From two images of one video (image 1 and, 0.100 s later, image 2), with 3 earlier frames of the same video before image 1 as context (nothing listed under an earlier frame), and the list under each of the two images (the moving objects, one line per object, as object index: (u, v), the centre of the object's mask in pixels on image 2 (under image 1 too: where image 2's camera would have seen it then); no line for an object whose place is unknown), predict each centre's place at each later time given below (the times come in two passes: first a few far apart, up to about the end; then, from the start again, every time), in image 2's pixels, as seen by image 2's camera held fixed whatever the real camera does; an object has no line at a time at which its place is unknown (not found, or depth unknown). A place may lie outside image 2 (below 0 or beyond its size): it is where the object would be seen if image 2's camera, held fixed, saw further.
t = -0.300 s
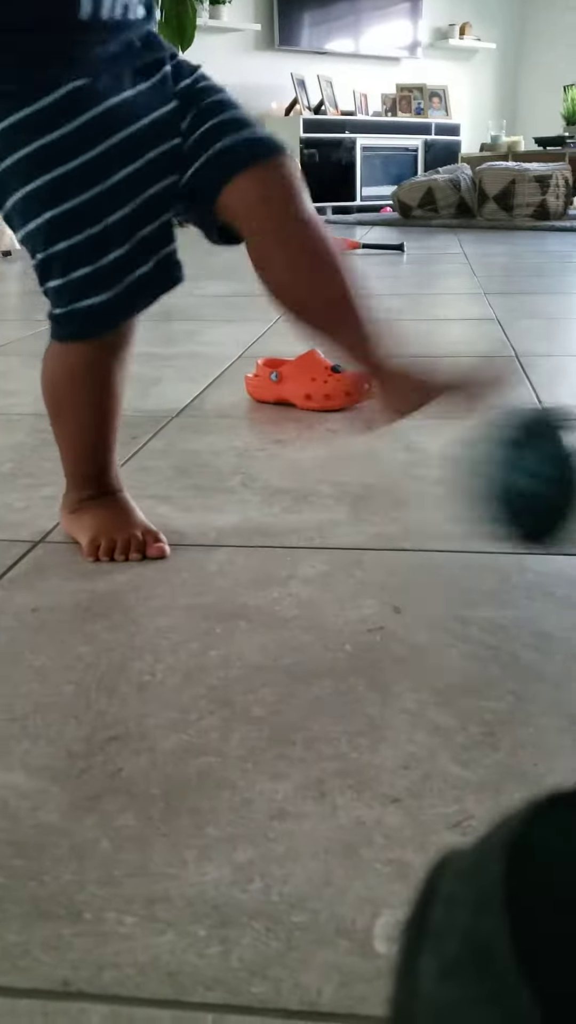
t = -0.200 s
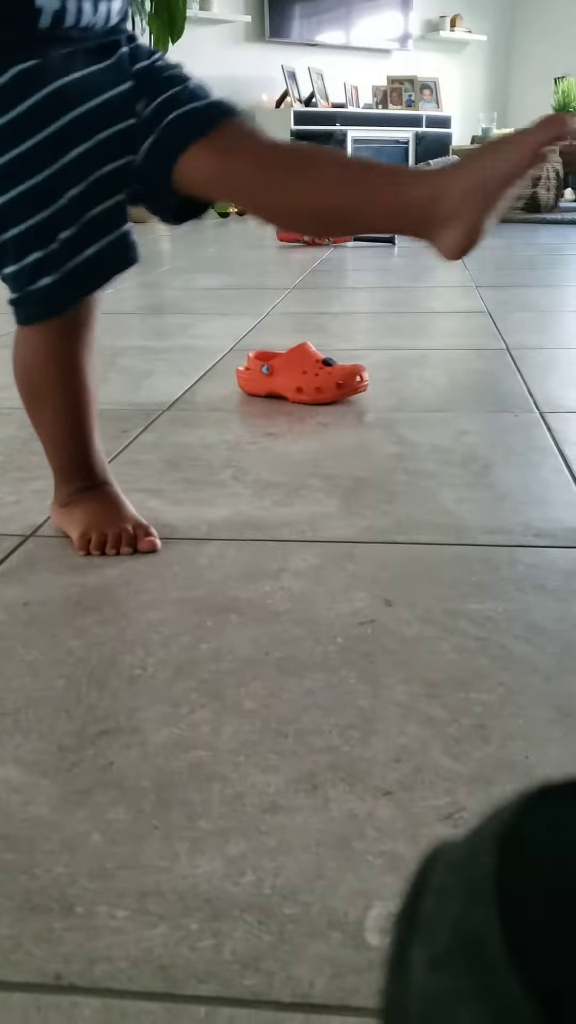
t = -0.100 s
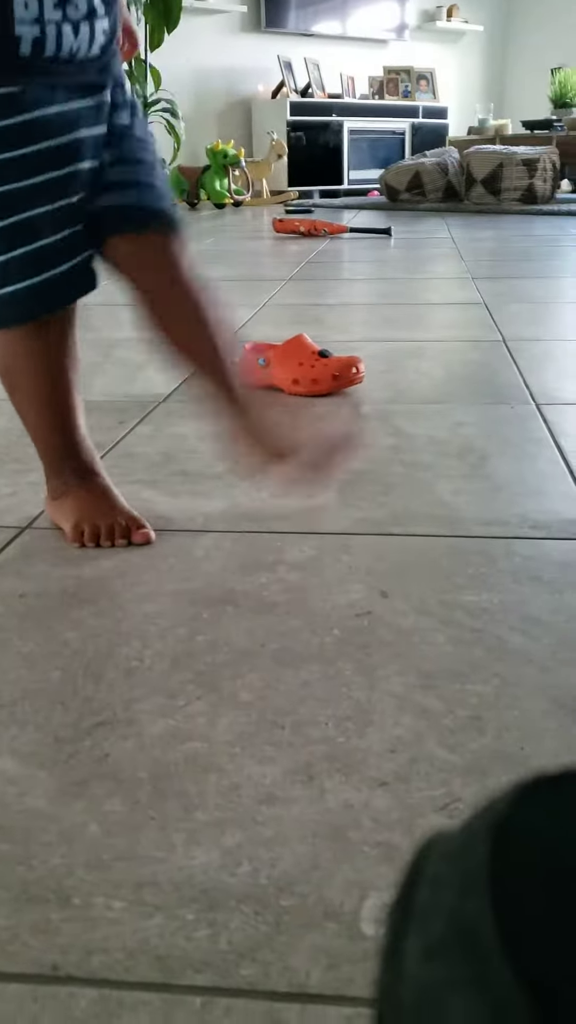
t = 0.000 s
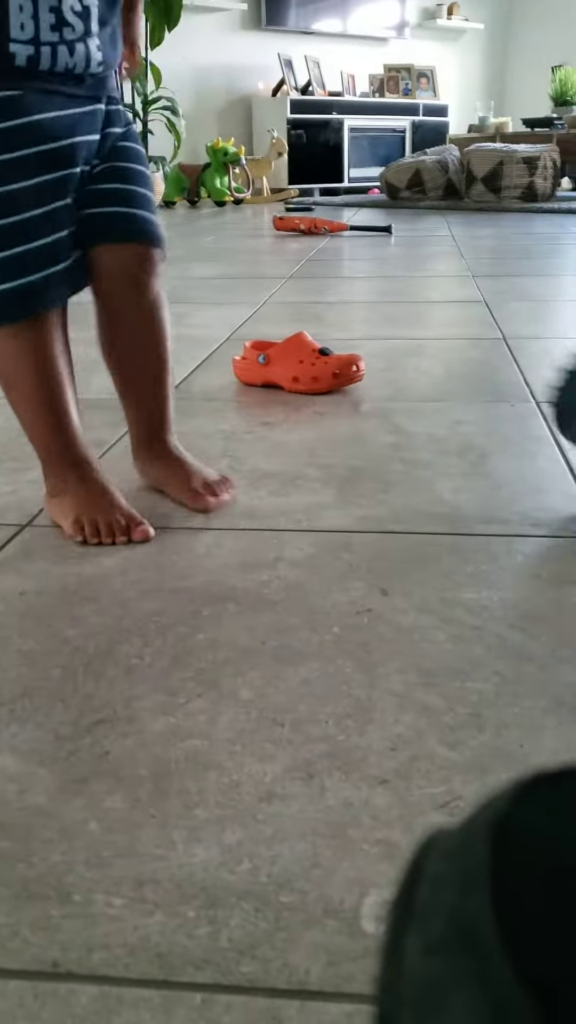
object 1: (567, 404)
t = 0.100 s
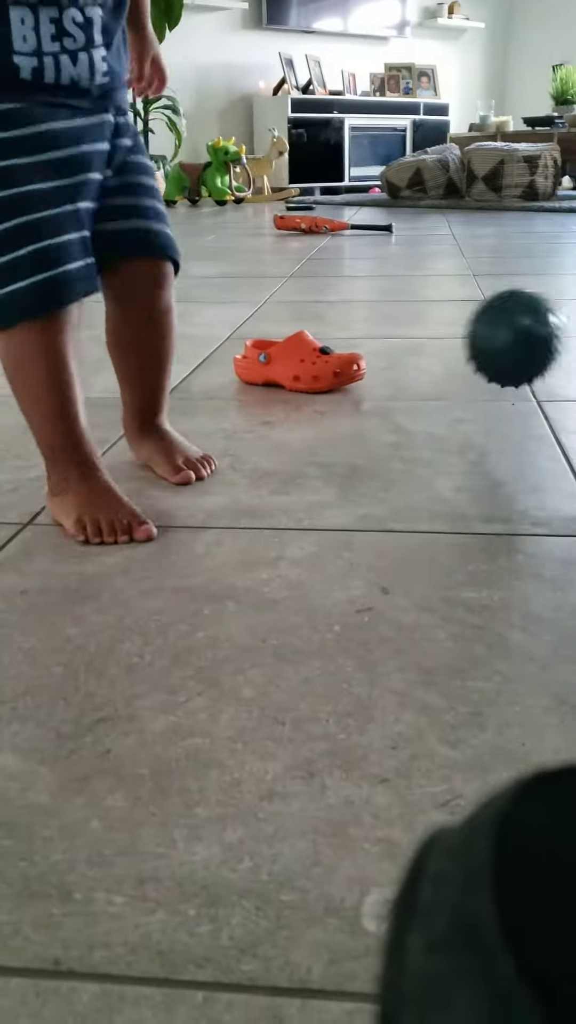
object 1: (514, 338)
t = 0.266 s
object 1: (412, 305)
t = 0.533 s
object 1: (318, 292)
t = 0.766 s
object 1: (266, 267)
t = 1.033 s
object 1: (229, 256)
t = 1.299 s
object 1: (204, 243)
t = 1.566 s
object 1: (187, 234)
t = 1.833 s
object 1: (179, 228)
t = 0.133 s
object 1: (490, 343)
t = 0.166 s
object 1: (468, 355)
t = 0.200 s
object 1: (447, 349)
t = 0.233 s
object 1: (429, 321)
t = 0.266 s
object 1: (412, 305)
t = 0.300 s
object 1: (396, 300)
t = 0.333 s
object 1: (382, 301)
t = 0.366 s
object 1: (369, 308)
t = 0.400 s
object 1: (356, 316)
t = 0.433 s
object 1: (345, 300)
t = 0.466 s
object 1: (336, 291)
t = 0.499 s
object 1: (326, 289)
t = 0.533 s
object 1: (318, 292)
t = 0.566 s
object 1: (310, 294)
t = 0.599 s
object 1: (301, 281)
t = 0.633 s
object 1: (293, 274)
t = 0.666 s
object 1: (286, 273)
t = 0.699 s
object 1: (279, 279)
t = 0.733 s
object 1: (272, 275)
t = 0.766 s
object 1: (266, 267)
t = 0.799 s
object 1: (260, 262)
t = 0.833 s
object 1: (254, 263)
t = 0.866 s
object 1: (249, 268)
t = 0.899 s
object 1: (244, 261)
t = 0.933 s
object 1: (239, 254)
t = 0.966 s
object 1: (236, 251)
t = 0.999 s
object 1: (232, 251)
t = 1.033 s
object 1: (229, 256)
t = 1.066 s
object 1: (225, 254)
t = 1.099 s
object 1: (222, 249)
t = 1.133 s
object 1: (219, 248)
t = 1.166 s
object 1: (216, 251)
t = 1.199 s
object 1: (213, 248)
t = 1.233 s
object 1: (209, 246)
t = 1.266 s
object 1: (206, 246)
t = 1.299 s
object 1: (204, 243)
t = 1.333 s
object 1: (201, 243)
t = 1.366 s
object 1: (199, 240)
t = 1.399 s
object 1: (197, 240)
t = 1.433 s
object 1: (195, 240)
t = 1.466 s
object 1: (192, 236)
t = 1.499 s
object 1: (190, 235)
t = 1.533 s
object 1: (188, 237)
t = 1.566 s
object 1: (187, 234)
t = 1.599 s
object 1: (185, 232)
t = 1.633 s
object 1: (185, 234)
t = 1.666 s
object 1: (184, 233)
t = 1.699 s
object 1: (182, 230)
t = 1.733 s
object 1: (181, 230)
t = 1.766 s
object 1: (180, 230)
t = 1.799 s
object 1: (179, 229)
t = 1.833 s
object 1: (179, 228)
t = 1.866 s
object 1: (178, 227)
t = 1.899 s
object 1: (178, 227)
